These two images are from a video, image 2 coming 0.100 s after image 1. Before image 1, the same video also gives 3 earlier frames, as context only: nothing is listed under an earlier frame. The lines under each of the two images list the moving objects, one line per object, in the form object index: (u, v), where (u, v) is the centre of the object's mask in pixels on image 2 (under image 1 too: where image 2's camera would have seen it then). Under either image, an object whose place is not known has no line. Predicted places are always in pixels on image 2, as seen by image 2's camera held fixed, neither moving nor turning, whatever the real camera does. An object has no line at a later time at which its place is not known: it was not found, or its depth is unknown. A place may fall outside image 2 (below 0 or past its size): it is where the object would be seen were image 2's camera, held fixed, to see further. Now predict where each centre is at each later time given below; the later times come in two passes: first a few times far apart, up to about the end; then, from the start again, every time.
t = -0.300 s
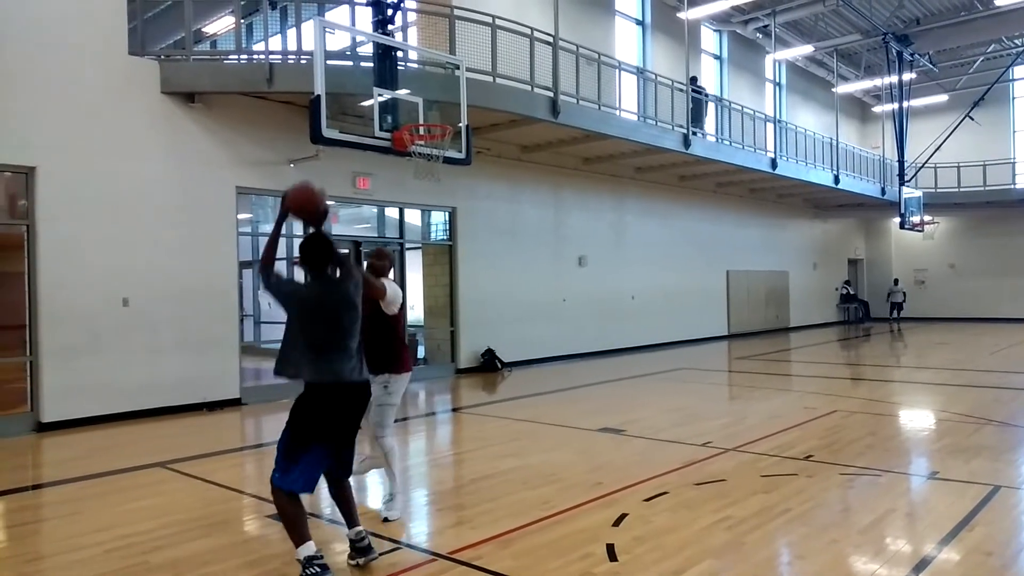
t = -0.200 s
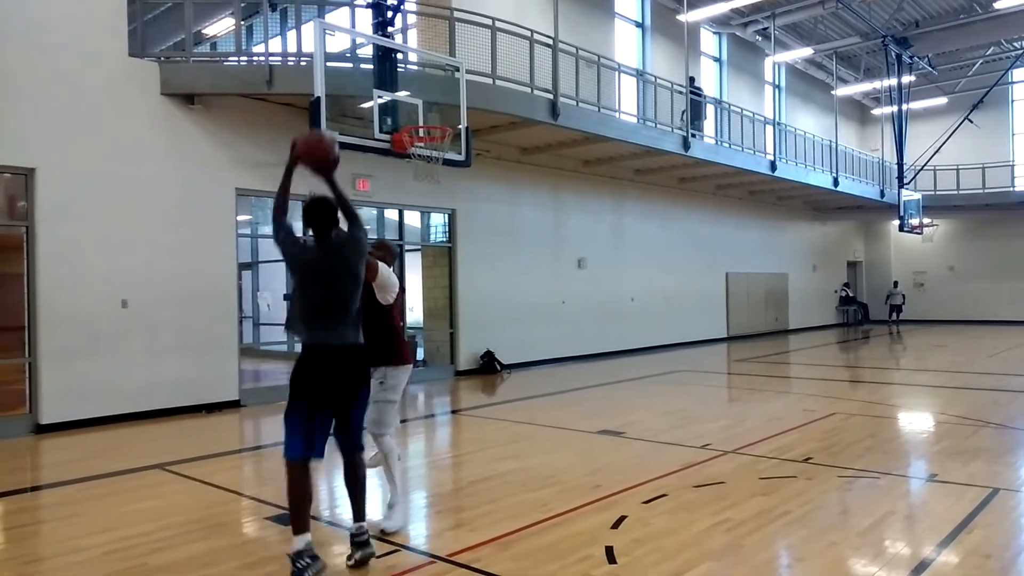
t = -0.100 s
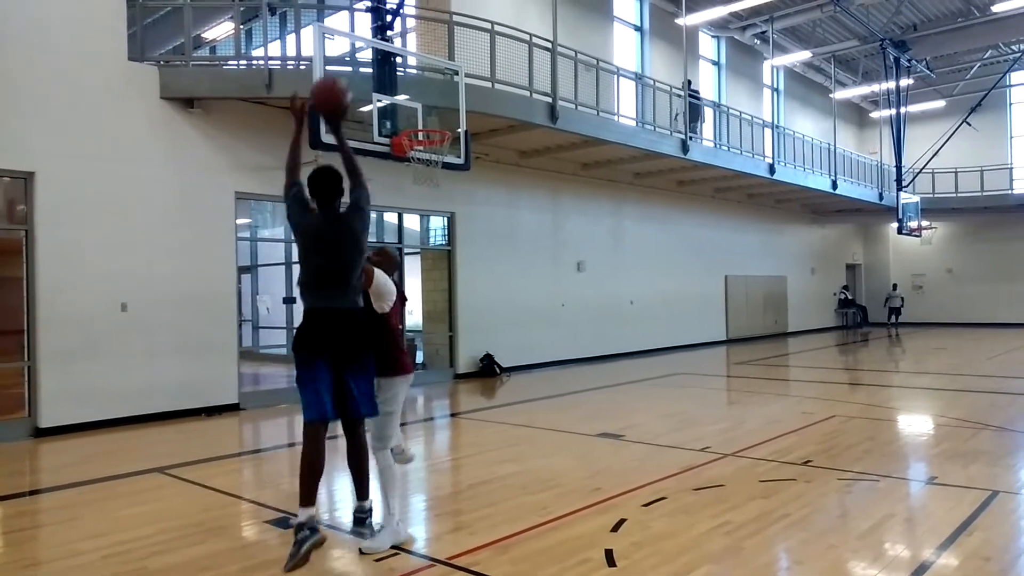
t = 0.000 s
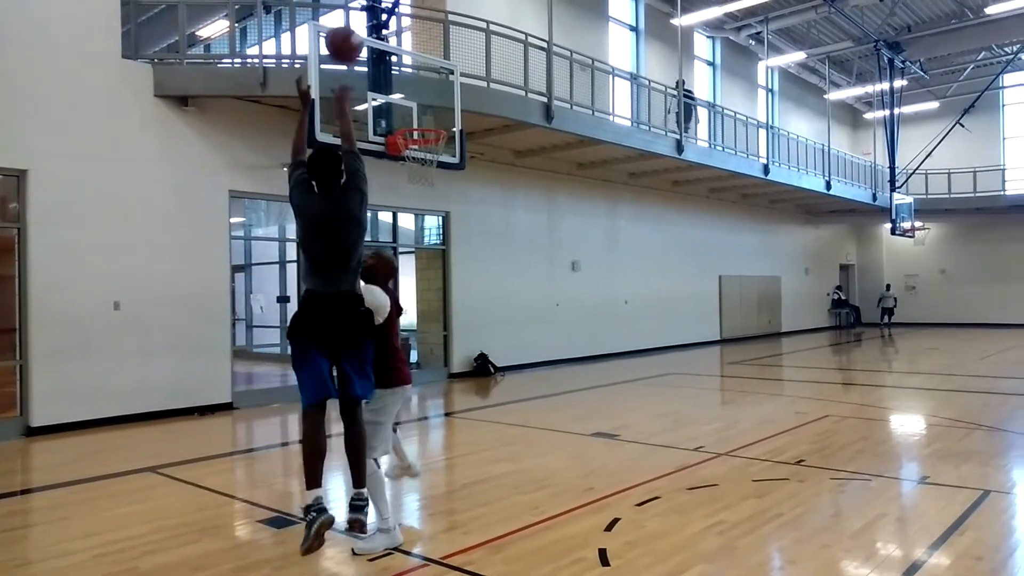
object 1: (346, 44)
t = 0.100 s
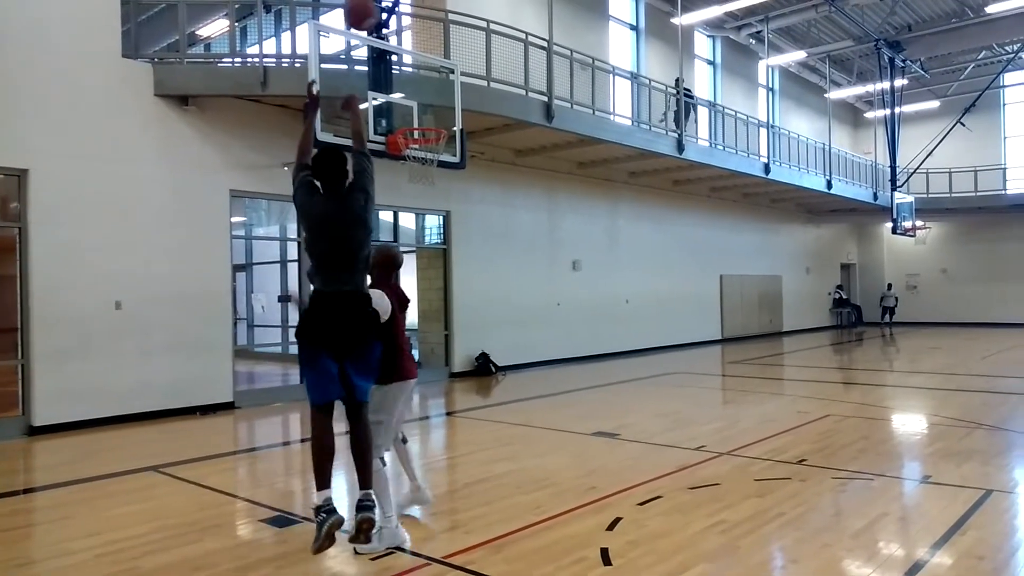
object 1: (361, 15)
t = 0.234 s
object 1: (378, 7)
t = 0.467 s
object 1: (403, 34)
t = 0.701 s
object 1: (422, 115)
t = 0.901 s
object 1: (417, 77)
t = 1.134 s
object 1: (405, 43)
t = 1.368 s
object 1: (393, 77)
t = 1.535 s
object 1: (385, 154)
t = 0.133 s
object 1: (365, 11)
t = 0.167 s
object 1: (370, 9)
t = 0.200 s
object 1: (375, 8)
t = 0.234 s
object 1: (378, 7)
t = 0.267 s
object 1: (381, 8)
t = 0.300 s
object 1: (384, 8)
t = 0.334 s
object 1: (389, 10)
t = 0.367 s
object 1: (392, 13)
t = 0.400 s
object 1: (396, 18)
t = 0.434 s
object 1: (400, 25)
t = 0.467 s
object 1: (403, 34)
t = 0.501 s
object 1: (406, 42)
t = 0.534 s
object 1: (409, 53)
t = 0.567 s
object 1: (411, 63)
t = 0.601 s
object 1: (414, 76)
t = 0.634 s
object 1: (417, 88)
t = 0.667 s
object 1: (419, 101)
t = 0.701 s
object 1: (422, 115)
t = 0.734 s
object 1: (424, 122)
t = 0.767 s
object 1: (422, 116)
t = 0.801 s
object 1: (422, 106)
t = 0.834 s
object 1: (419, 95)
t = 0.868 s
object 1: (418, 85)
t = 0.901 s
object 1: (417, 77)
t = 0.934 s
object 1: (415, 69)
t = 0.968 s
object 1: (414, 61)
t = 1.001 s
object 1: (412, 56)
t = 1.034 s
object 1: (411, 52)
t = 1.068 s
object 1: (409, 47)
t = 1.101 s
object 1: (408, 45)
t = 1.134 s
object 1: (405, 43)
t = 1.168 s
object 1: (403, 43)
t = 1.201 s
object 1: (402, 45)
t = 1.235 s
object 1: (400, 49)
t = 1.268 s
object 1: (398, 54)
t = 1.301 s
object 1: (397, 61)
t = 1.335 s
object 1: (394, 68)
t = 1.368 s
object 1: (393, 77)
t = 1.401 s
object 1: (391, 89)
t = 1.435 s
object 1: (389, 103)
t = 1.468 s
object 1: (387, 117)
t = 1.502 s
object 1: (386, 134)
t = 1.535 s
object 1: (385, 154)
